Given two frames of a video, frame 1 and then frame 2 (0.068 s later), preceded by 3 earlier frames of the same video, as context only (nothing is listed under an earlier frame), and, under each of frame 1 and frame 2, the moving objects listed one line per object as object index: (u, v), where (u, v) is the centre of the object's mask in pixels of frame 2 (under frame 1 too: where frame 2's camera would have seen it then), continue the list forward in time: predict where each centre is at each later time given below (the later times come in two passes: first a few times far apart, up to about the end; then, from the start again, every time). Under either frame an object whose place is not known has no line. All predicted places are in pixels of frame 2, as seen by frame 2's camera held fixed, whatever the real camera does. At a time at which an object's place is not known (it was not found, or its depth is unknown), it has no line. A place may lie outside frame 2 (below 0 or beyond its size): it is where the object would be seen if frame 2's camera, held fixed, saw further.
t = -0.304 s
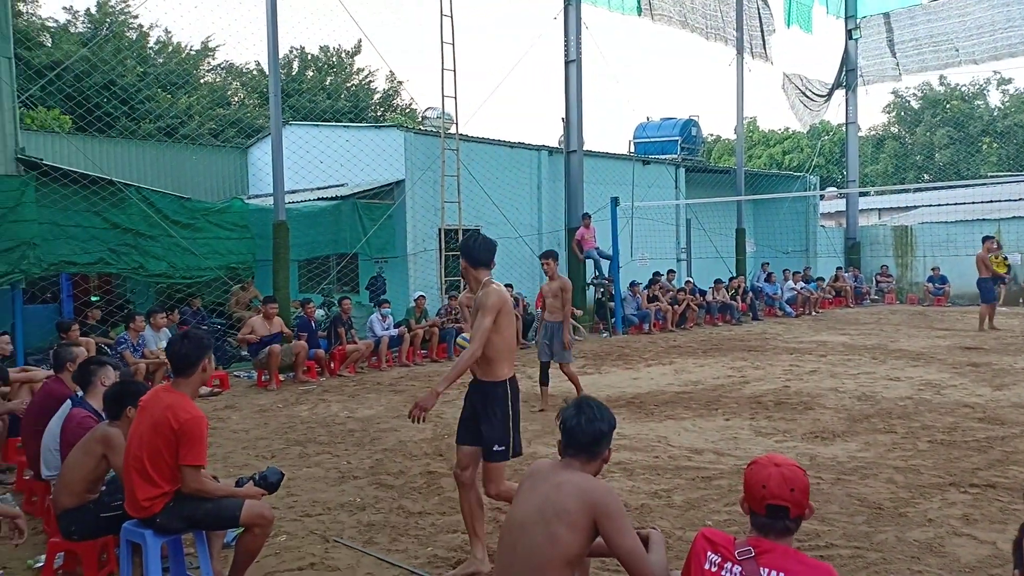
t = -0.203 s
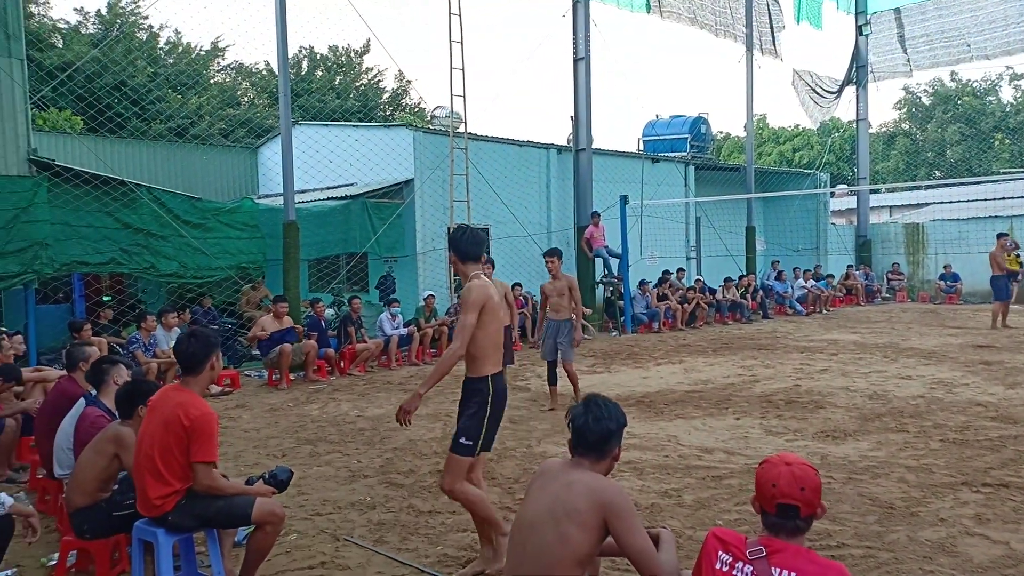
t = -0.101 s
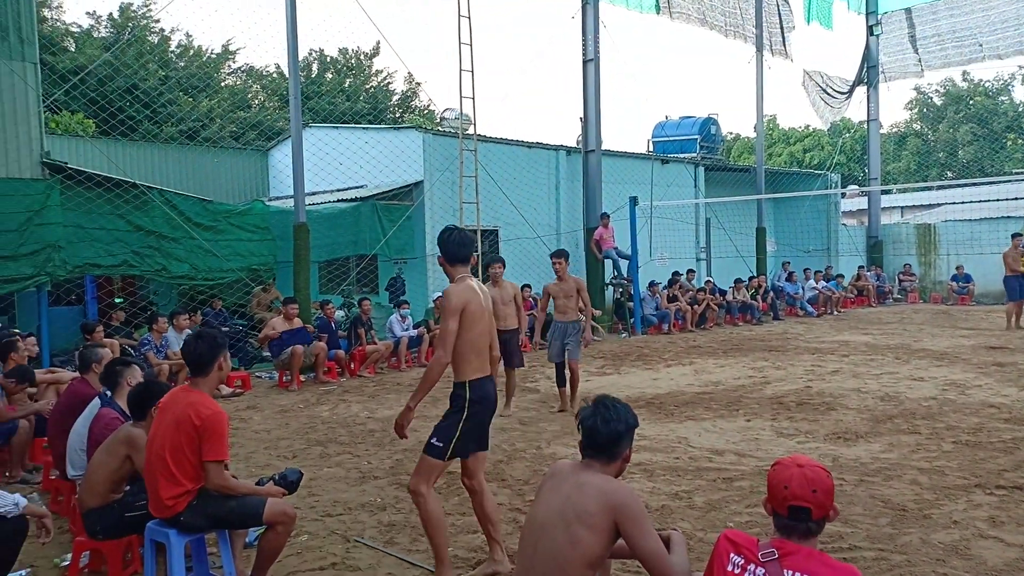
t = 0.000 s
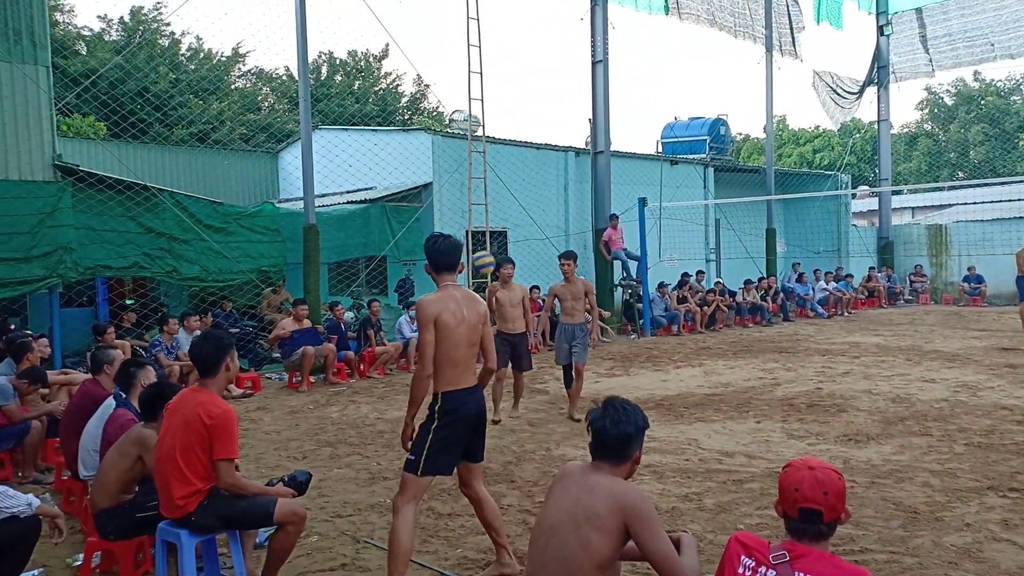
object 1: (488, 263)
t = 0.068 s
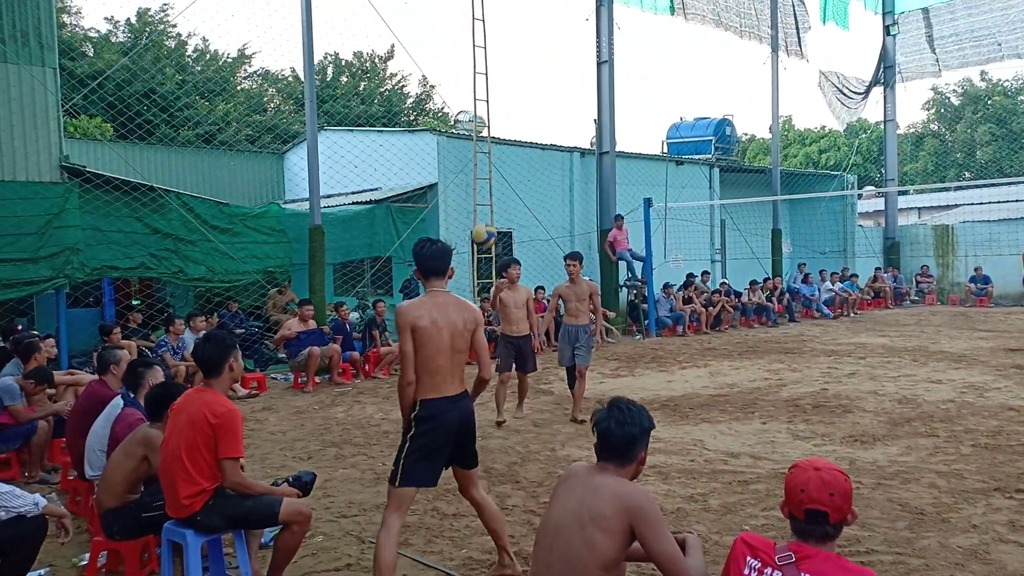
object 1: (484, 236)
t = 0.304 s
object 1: (468, 163)
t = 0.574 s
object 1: (445, 161)
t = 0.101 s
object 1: (482, 223)
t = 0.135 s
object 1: (480, 210)
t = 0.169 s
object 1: (477, 199)
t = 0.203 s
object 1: (475, 188)
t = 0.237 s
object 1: (472, 179)
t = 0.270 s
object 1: (471, 170)
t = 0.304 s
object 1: (468, 163)
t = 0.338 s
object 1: (465, 156)
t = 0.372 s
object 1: (462, 152)
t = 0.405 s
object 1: (460, 149)
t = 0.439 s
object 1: (458, 147)
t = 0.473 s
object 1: (454, 147)
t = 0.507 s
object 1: (451, 150)
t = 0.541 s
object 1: (448, 154)
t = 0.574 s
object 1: (445, 161)
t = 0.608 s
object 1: (441, 171)
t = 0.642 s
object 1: (438, 183)
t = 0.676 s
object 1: (434, 199)
